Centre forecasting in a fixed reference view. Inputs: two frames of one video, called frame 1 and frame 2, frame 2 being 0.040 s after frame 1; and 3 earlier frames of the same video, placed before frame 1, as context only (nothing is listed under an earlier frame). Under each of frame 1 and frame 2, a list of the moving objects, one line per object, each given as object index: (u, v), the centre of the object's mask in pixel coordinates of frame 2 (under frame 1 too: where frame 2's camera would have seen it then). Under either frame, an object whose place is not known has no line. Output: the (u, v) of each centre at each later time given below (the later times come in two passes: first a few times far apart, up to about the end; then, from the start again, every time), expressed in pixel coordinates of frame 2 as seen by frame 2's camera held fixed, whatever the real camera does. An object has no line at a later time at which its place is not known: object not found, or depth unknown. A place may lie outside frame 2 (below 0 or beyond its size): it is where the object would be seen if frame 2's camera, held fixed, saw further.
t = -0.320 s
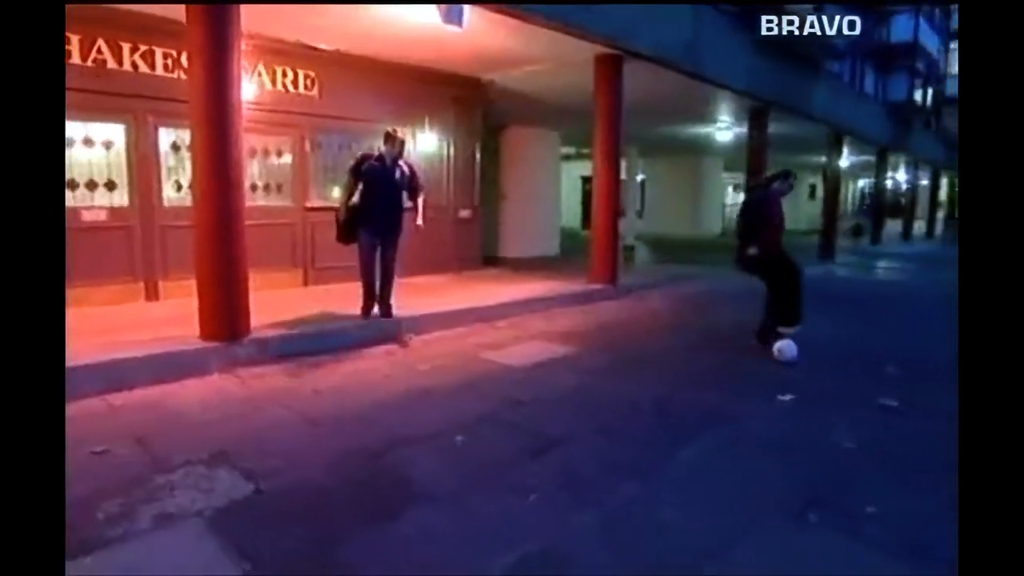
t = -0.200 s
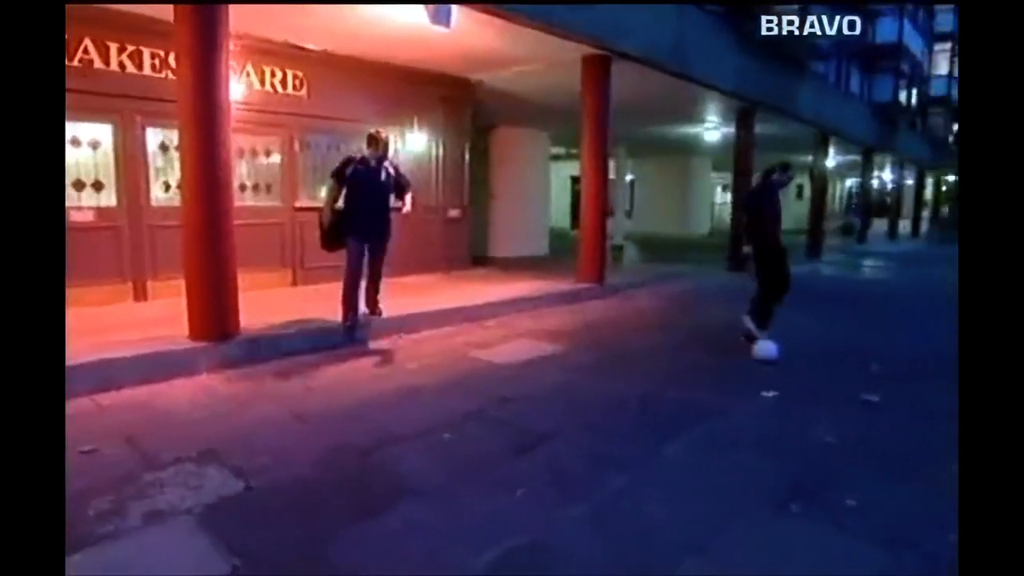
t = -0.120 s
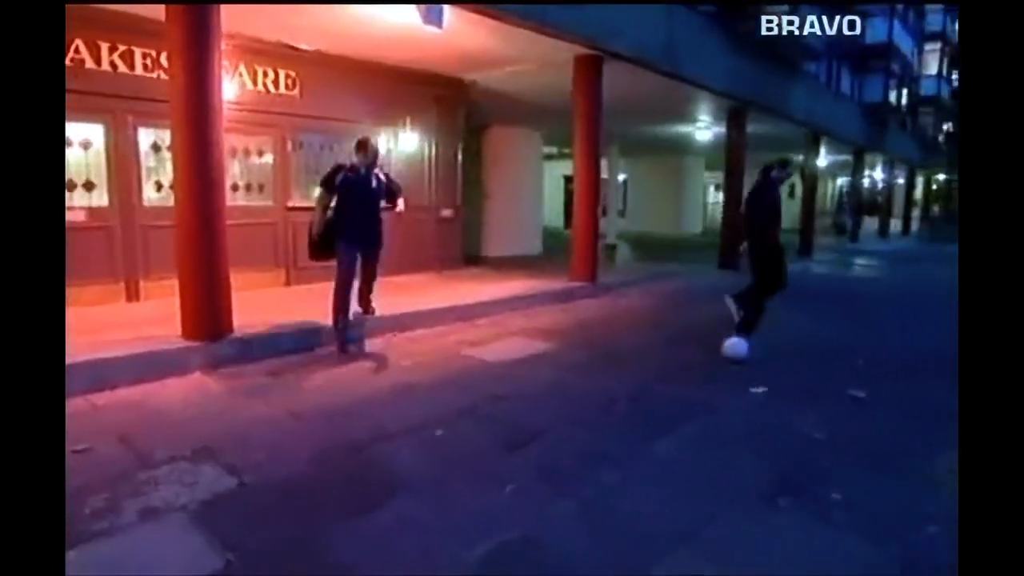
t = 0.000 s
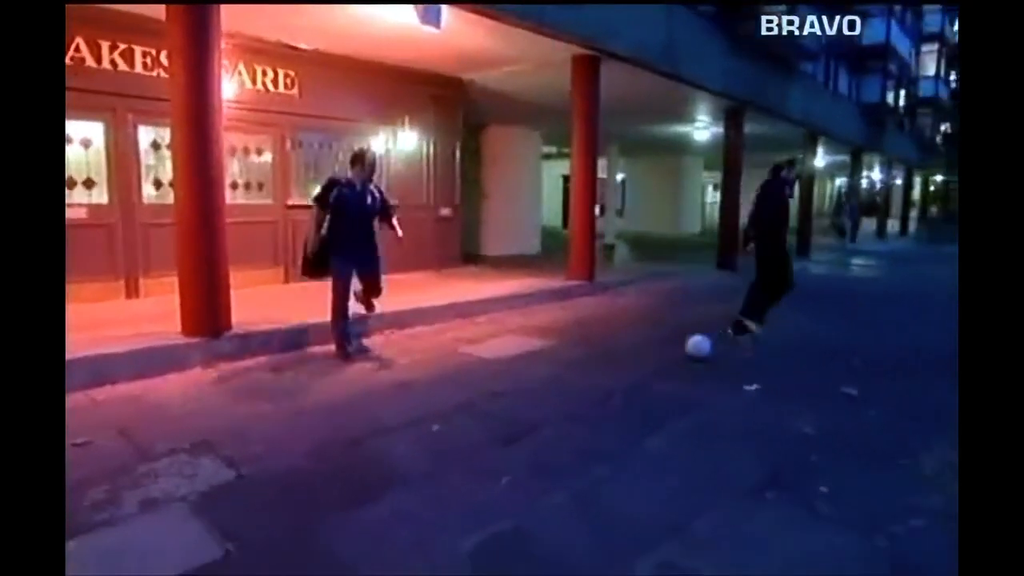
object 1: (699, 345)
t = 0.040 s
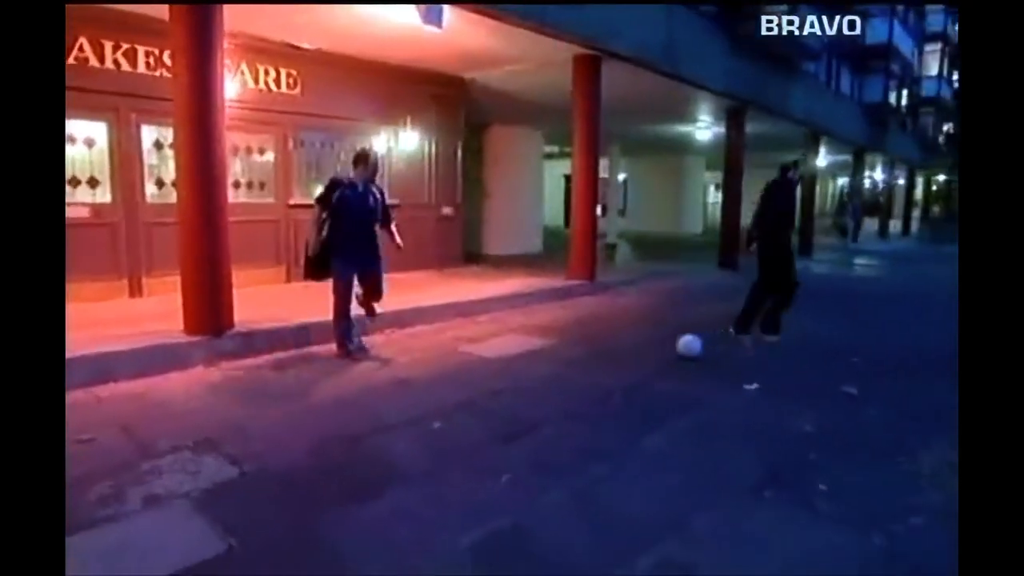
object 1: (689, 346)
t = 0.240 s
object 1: (639, 347)
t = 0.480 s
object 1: (579, 348)
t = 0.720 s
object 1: (519, 351)
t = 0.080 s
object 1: (679, 346)
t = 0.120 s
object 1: (669, 345)
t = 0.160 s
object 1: (659, 346)
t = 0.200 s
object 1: (649, 346)
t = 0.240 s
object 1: (639, 347)
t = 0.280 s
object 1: (630, 347)
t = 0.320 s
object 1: (620, 347)
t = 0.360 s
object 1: (609, 347)
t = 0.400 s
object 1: (600, 349)
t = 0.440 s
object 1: (590, 348)
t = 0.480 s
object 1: (579, 348)
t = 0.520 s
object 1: (570, 348)
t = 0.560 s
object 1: (560, 349)
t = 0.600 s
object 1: (551, 350)
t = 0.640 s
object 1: (541, 350)
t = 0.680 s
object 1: (533, 350)
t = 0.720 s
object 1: (519, 351)
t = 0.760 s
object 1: (511, 351)
